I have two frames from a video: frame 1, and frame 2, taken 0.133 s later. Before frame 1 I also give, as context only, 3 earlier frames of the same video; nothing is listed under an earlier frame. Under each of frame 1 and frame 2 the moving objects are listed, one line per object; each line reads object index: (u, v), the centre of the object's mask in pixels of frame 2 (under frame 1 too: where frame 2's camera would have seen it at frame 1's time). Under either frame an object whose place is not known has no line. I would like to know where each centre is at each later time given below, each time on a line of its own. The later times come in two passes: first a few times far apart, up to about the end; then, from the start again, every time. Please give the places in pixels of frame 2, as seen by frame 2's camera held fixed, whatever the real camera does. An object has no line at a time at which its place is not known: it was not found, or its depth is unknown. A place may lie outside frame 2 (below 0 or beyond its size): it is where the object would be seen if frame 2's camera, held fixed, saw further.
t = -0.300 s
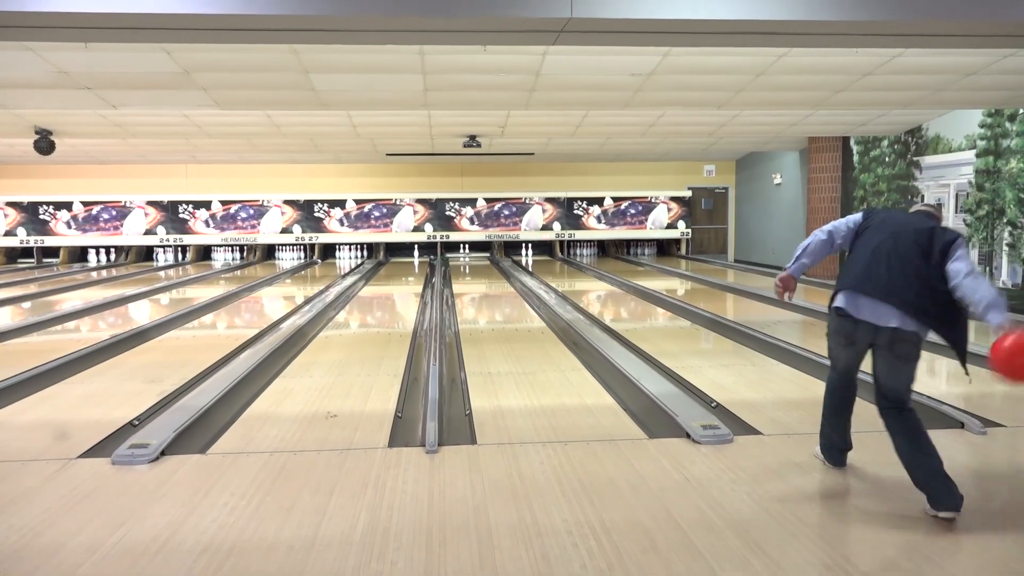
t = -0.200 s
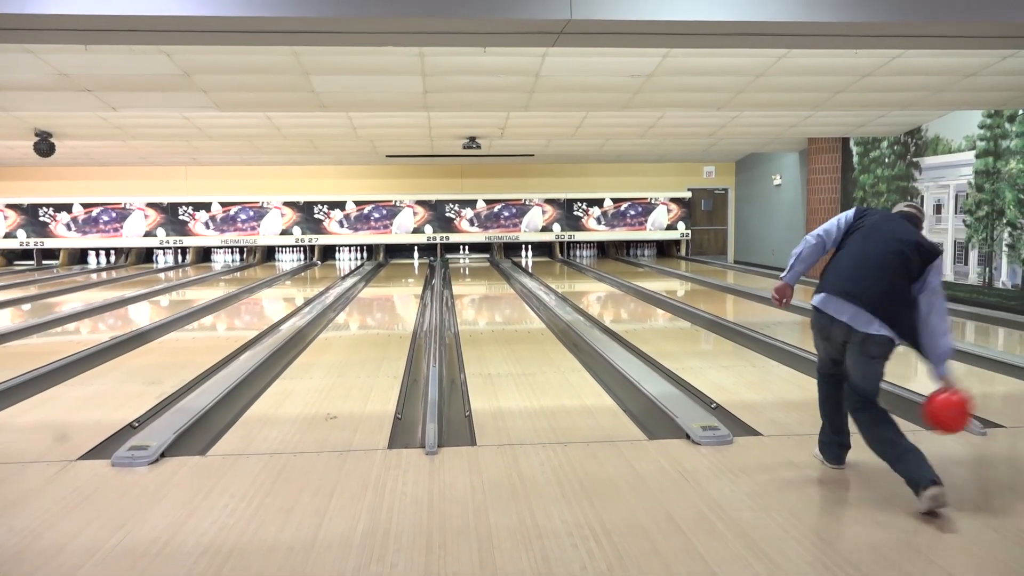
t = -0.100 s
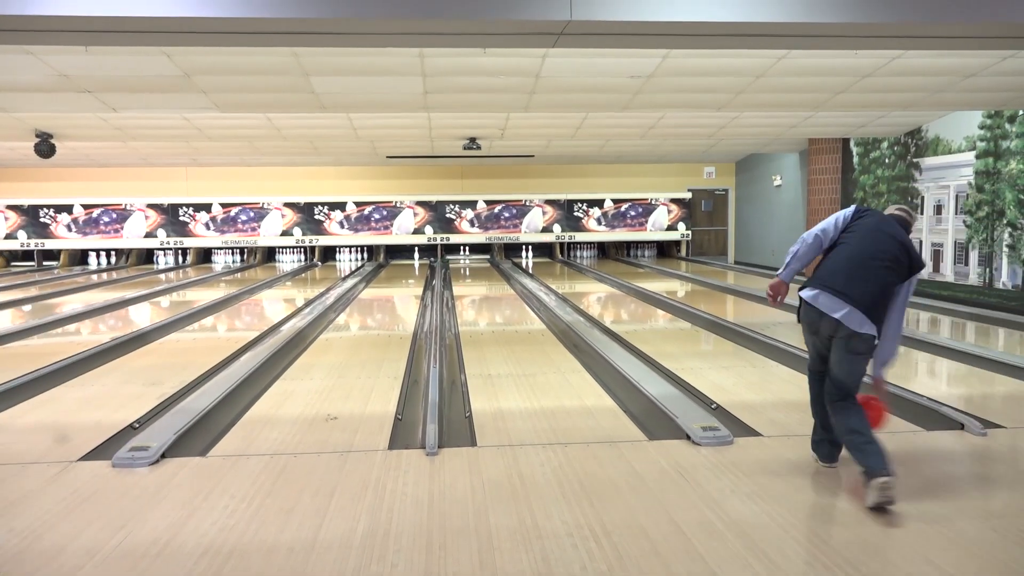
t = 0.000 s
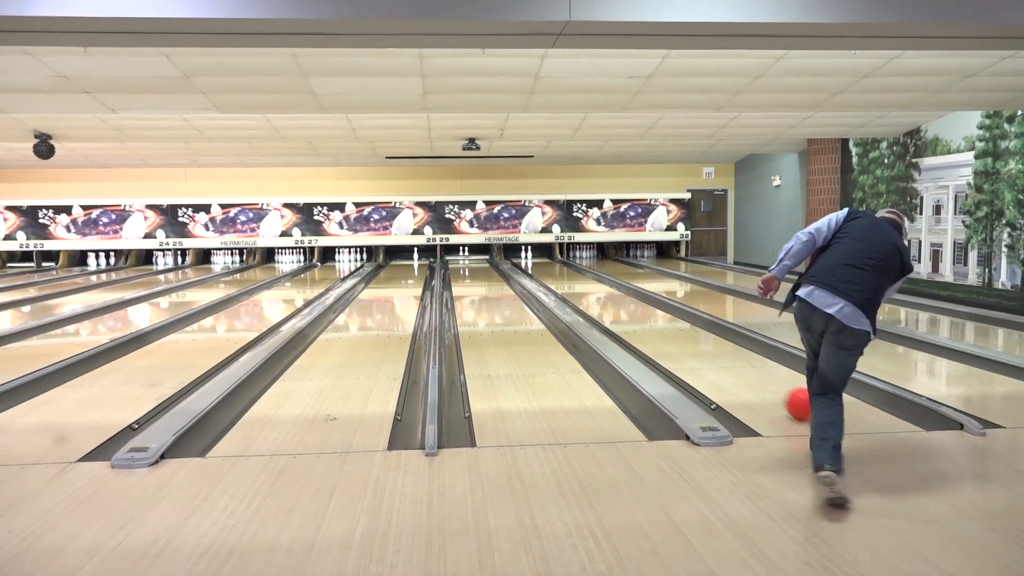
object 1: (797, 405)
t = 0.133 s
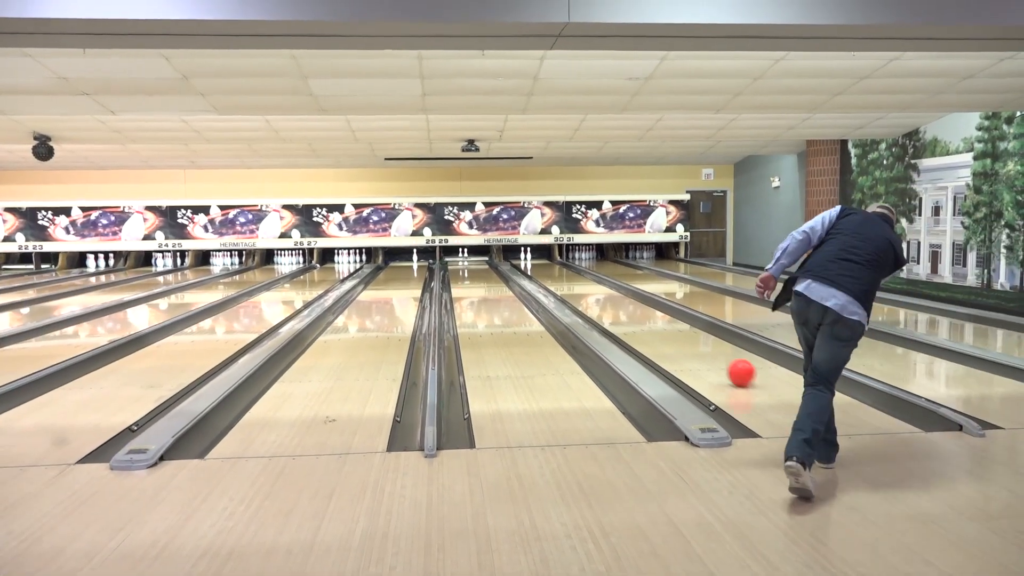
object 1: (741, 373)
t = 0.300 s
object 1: (690, 345)
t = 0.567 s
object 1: (636, 318)
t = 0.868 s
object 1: (598, 297)
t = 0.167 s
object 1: (729, 367)
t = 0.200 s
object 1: (718, 361)
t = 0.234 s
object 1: (708, 355)
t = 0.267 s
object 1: (699, 350)
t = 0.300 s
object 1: (690, 345)
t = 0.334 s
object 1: (682, 341)
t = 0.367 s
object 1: (674, 337)
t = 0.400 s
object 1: (667, 333)
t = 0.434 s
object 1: (660, 330)
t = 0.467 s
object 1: (653, 327)
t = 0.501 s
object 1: (647, 323)
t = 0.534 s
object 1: (641, 320)
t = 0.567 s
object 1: (636, 318)
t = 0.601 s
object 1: (631, 315)
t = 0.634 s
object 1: (626, 312)
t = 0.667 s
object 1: (621, 310)
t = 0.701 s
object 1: (617, 307)
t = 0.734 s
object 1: (613, 305)
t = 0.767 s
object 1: (609, 303)
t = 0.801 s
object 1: (605, 301)
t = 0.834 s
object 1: (602, 299)
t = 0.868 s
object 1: (598, 297)
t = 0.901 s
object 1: (594, 296)
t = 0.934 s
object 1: (591, 294)
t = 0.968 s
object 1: (588, 292)
